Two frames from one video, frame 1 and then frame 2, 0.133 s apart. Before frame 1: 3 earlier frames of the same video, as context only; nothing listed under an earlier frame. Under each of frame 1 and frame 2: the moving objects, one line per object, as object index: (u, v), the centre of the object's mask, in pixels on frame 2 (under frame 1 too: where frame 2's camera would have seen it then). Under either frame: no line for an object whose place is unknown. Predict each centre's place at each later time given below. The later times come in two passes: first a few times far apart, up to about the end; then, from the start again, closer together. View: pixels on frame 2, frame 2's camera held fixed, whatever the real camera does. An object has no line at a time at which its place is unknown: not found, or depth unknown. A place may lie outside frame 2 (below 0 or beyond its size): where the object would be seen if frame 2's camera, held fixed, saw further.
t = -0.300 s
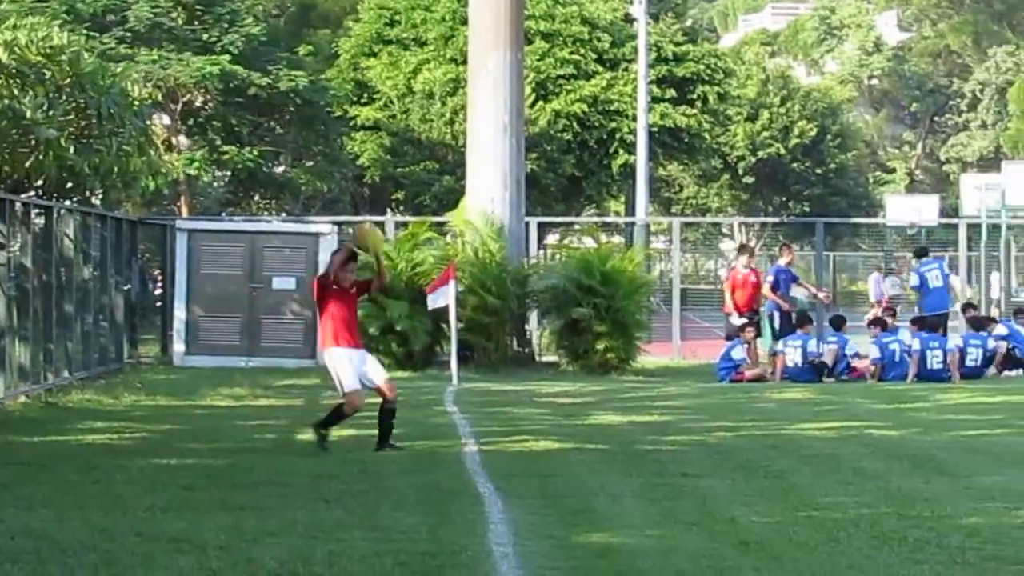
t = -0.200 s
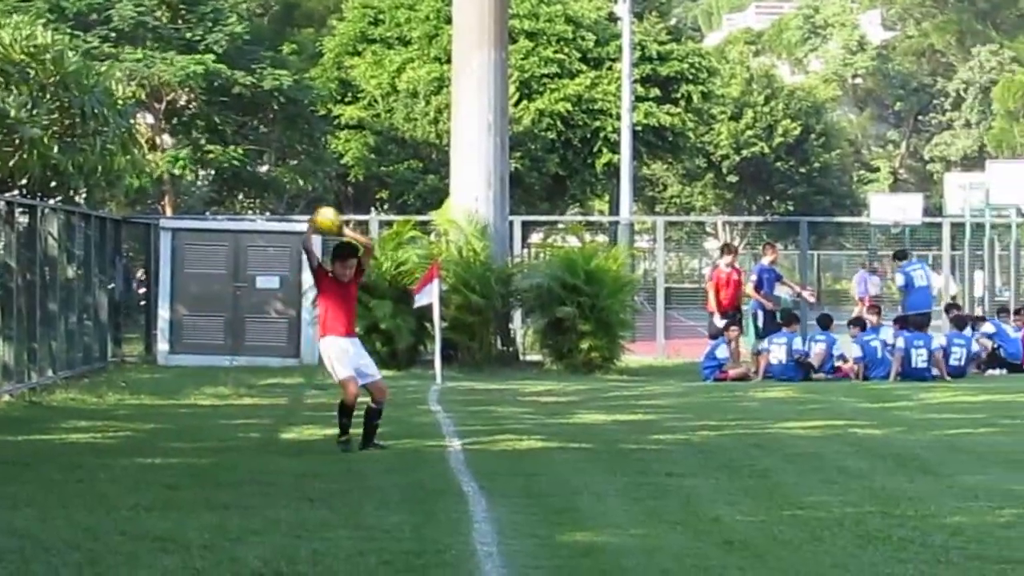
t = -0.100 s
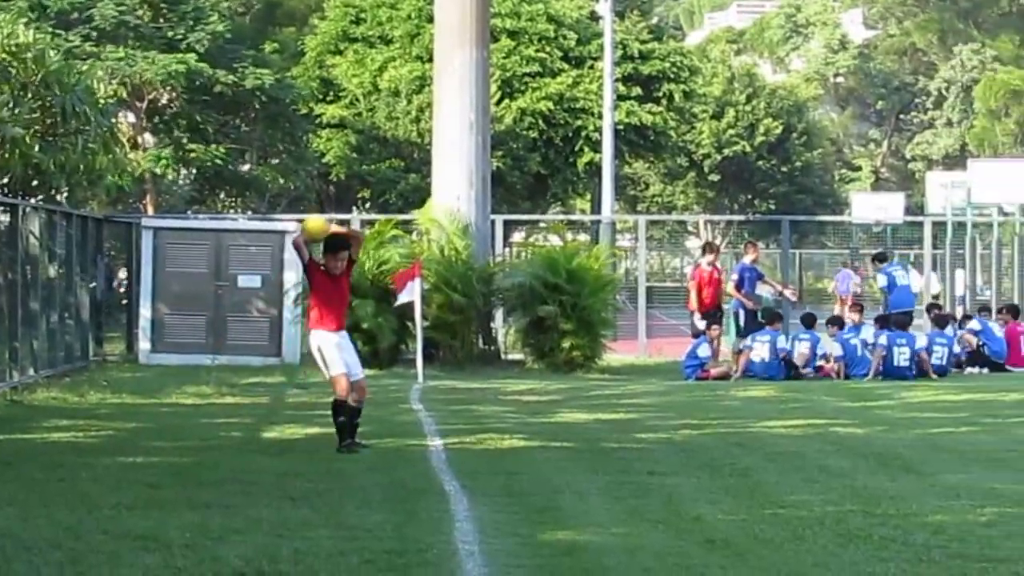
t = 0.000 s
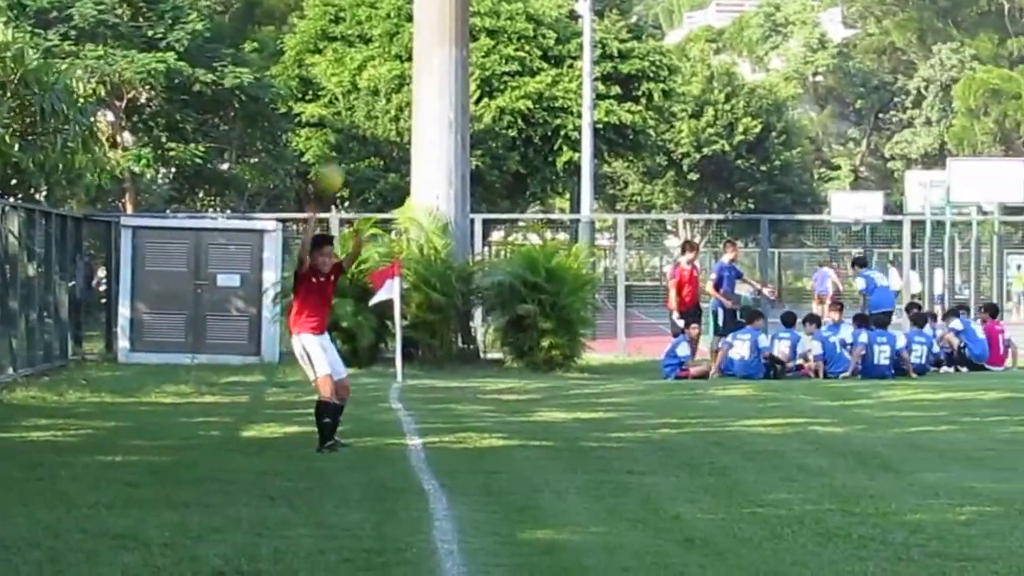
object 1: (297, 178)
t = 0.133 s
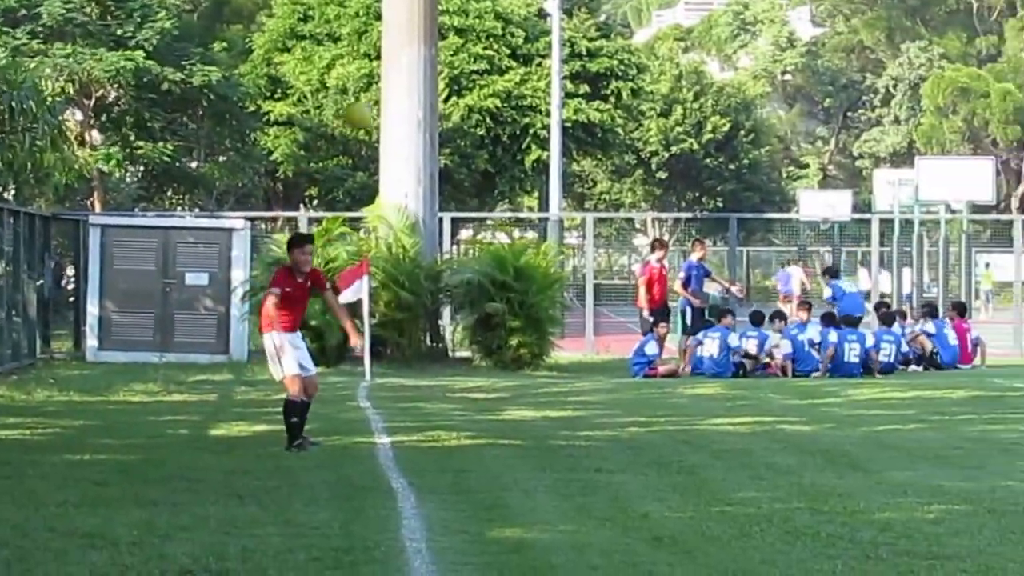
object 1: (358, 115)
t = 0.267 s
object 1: (426, 74)
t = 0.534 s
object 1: (579, 62)
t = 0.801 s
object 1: (752, 177)
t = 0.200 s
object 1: (390, 92)
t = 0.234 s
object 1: (408, 82)
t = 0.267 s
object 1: (426, 74)
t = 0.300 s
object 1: (442, 68)
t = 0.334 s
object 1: (462, 64)
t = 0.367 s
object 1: (481, 58)
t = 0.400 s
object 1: (502, 55)
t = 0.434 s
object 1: (519, 54)
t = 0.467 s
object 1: (537, 55)
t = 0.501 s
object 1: (559, 57)
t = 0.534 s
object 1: (579, 62)
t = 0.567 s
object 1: (601, 69)
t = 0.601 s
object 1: (621, 77)
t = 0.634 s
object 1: (641, 88)
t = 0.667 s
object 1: (663, 100)
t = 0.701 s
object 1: (685, 115)
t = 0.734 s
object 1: (708, 133)
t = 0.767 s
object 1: (731, 154)
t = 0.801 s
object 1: (752, 177)
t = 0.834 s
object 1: (775, 200)
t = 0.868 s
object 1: (798, 232)
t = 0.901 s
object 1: (822, 264)
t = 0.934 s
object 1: (849, 301)
